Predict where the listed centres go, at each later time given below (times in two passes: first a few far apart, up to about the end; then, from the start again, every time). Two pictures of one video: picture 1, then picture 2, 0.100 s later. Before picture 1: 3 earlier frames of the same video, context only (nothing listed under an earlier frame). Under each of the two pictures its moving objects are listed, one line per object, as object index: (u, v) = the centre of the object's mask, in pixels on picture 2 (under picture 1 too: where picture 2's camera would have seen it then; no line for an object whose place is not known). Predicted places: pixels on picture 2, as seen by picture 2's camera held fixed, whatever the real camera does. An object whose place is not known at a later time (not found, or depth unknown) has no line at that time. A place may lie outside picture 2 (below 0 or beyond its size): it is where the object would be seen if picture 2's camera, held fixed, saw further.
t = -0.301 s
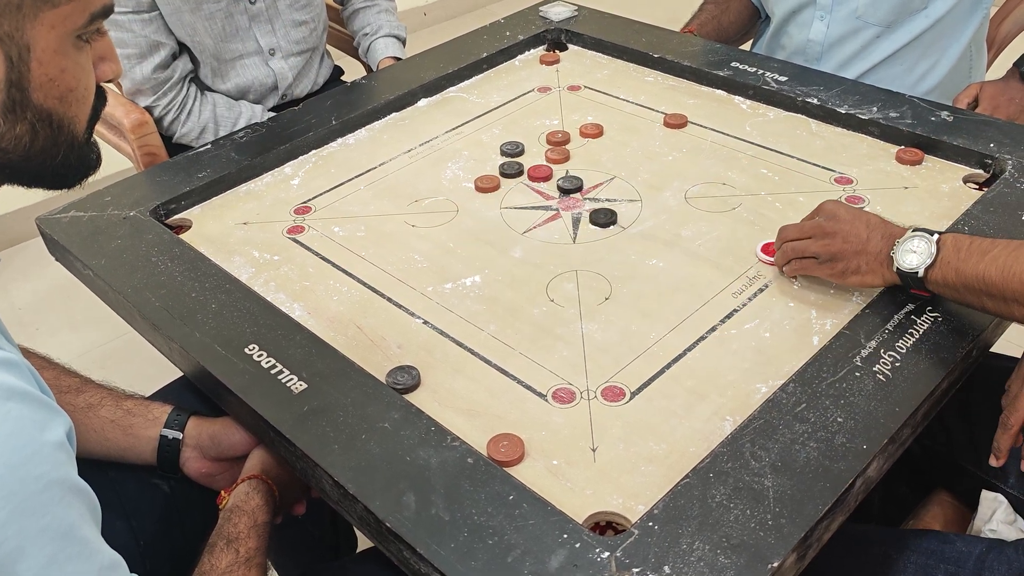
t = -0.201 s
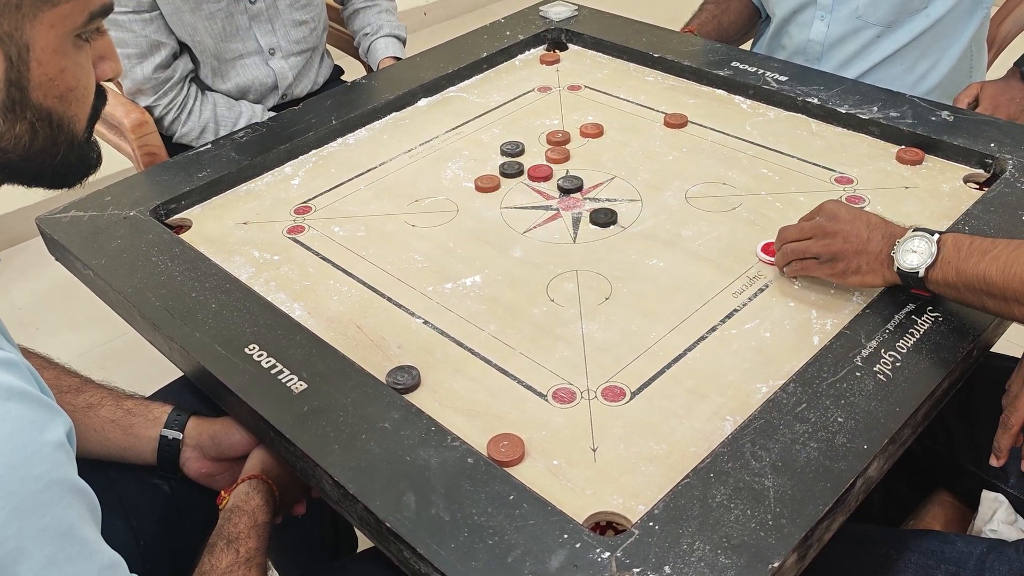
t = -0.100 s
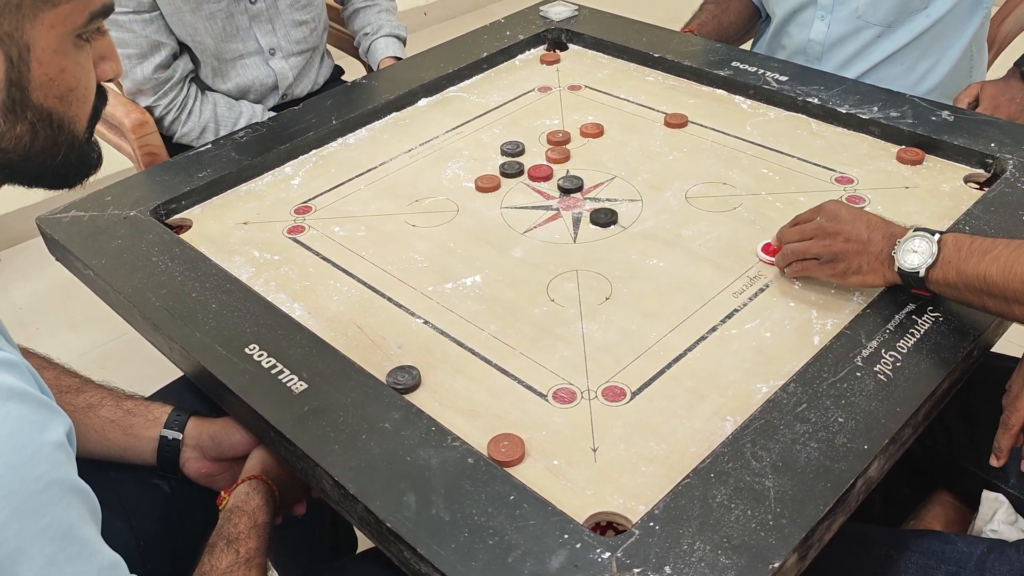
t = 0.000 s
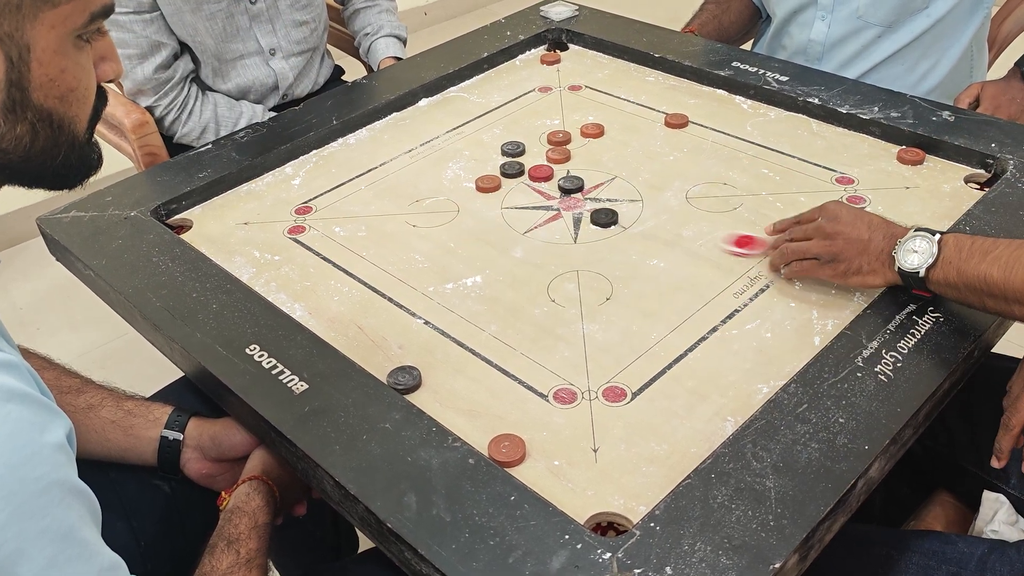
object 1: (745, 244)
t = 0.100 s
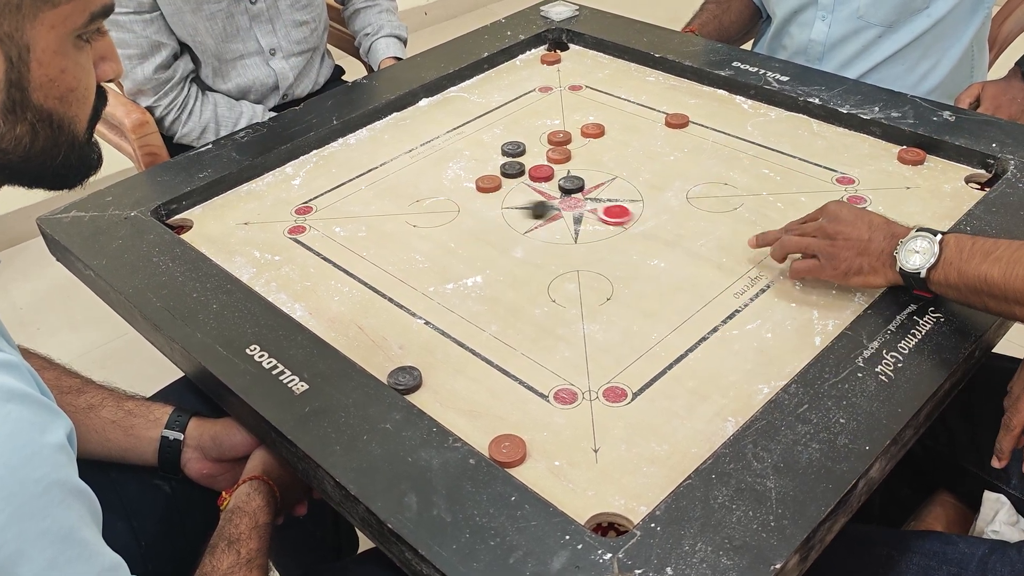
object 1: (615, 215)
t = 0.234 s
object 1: (559, 198)
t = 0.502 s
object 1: (515, 195)
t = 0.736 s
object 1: (513, 195)
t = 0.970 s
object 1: (513, 195)
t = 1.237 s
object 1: (513, 194)
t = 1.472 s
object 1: (513, 194)
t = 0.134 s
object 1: (598, 208)
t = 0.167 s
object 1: (582, 202)
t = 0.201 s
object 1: (570, 200)
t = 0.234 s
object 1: (559, 198)
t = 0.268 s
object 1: (550, 197)
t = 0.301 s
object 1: (542, 197)
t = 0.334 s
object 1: (535, 196)
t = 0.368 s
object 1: (529, 195)
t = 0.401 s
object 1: (524, 195)
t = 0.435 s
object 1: (520, 195)
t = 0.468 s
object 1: (517, 195)
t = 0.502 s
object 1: (515, 195)
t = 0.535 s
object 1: (514, 195)
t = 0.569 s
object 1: (513, 195)
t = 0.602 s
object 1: (513, 195)
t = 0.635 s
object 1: (513, 195)
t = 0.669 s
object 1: (513, 195)
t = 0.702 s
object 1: (513, 195)
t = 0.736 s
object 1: (513, 195)
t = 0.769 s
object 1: (513, 195)
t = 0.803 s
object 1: (513, 195)
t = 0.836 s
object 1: (513, 195)
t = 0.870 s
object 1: (513, 195)
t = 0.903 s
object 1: (513, 195)
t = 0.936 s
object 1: (513, 195)
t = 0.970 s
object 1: (513, 195)
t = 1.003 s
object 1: (513, 195)
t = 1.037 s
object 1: (513, 195)
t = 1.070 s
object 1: (513, 195)
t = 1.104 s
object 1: (513, 194)
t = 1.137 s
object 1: (513, 194)
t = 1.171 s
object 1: (513, 194)
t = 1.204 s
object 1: (513, 194)
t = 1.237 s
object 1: (513, 194)
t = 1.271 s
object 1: (513, 194)
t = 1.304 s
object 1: (513, 194)
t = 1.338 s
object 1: (513, 194)
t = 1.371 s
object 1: (513, 194)
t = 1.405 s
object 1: (513, 194)
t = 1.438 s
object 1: (513, 194)
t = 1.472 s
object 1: (513, 194)
